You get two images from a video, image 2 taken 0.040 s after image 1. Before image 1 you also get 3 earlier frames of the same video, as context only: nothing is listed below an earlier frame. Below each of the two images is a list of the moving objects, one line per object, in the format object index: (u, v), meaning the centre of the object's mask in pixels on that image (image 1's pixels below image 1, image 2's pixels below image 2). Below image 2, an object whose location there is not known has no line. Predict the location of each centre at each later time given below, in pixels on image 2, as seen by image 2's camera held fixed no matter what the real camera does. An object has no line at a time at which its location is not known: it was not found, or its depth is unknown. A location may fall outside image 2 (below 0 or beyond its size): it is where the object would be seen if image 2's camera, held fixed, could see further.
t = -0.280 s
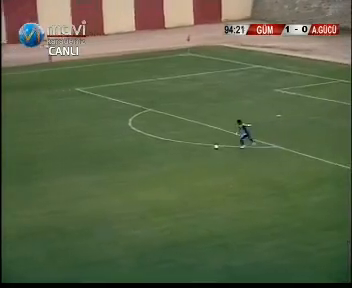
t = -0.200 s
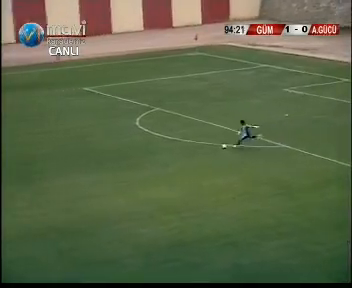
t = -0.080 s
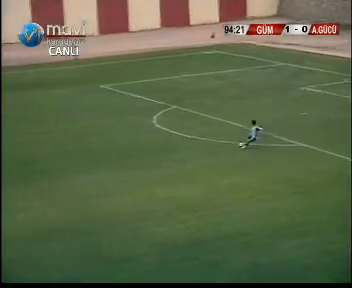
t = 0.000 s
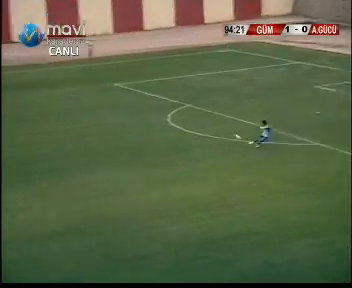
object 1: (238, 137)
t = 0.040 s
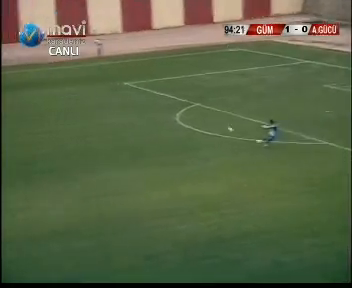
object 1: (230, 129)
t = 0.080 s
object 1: (215, 122)
